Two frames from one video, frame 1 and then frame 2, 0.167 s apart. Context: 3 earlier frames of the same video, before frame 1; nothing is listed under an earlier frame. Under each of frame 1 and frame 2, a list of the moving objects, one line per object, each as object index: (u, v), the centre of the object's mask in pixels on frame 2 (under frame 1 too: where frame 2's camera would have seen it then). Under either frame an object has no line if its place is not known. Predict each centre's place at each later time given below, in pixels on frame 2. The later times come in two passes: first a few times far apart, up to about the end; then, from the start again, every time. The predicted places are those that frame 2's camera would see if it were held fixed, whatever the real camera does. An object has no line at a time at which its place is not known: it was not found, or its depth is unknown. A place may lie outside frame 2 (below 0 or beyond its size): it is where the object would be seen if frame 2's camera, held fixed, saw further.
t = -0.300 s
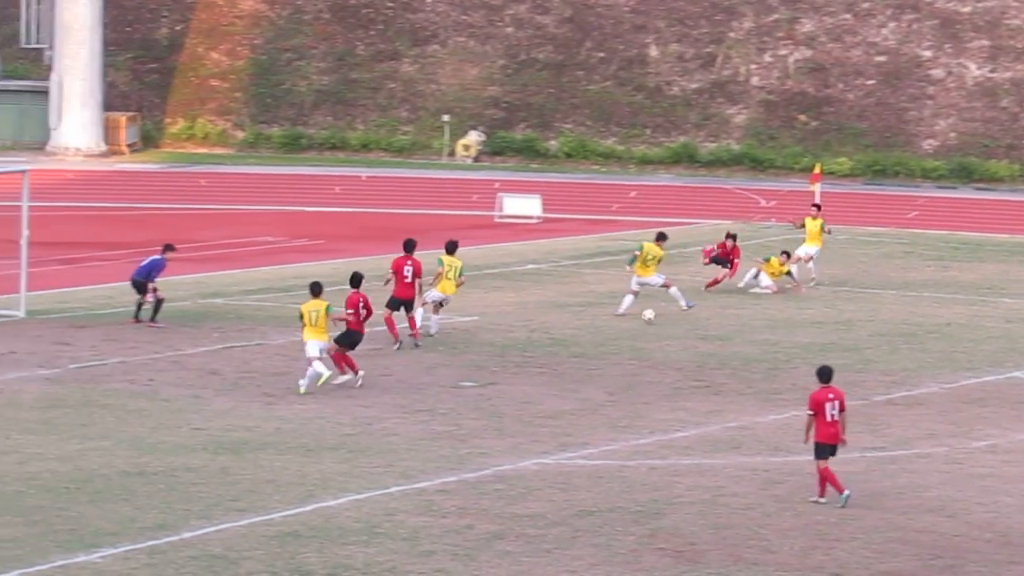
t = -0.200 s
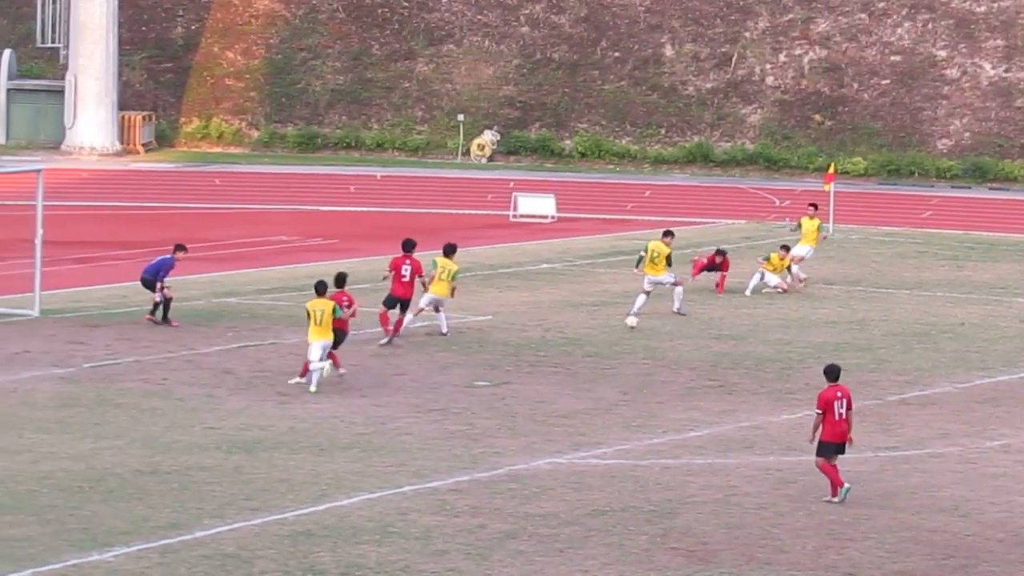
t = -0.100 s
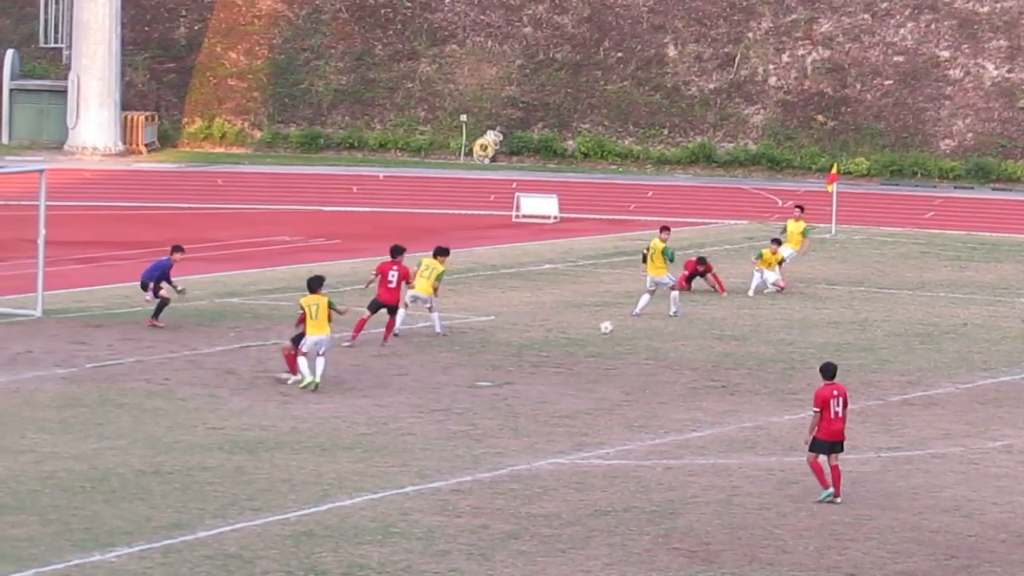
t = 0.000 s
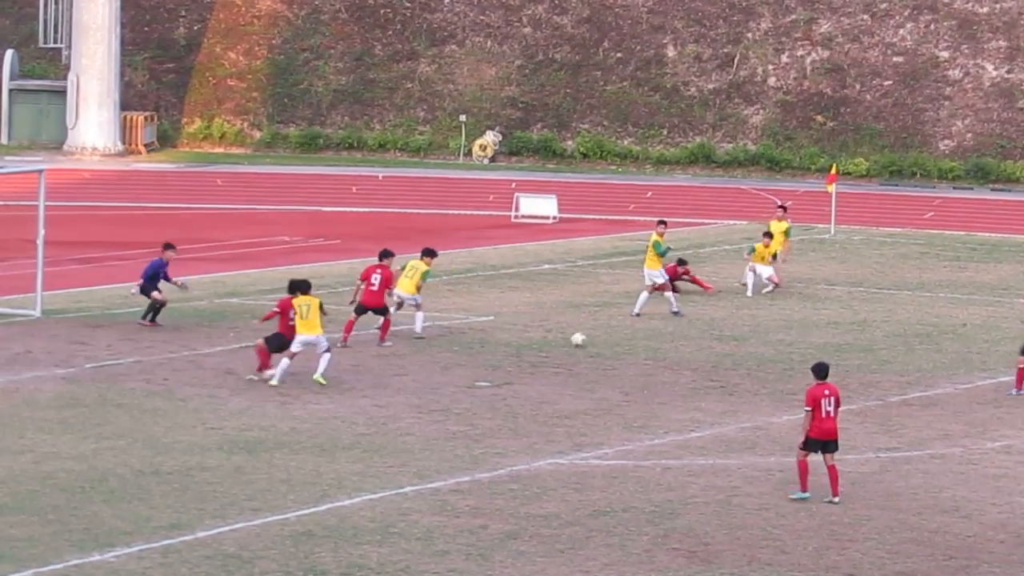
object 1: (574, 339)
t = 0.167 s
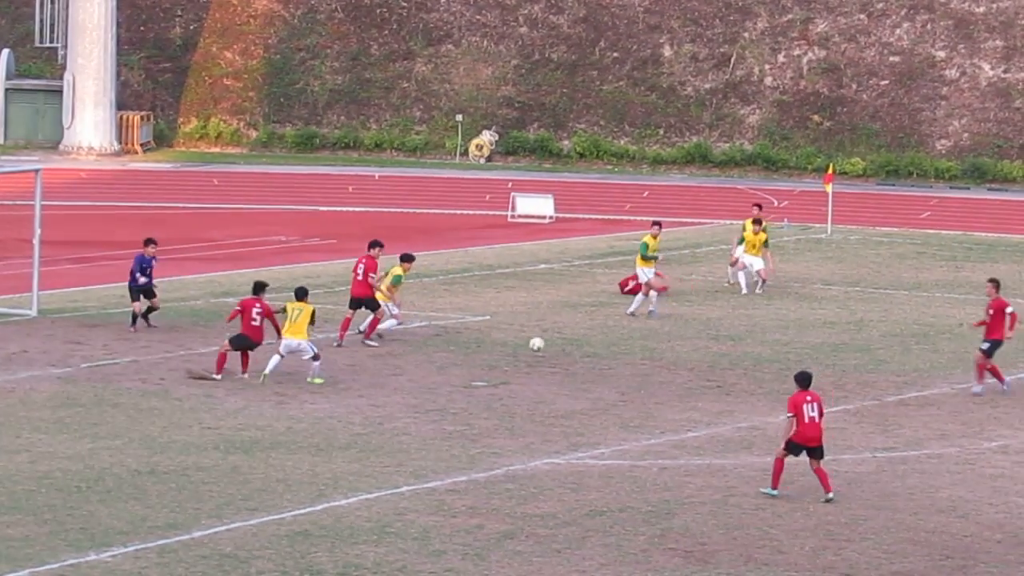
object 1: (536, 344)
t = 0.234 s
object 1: (522, 348)
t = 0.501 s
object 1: (472, 370)
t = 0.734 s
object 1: (435, 381)
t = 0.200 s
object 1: (530, 345)
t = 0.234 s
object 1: (522, 348)
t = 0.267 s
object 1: (515, 351)
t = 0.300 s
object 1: (509, 354)
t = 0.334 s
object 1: (501, 359)
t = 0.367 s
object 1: (495, 366)
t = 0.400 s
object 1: (488, 370)
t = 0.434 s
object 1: (482, 368)
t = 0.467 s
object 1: (477, 369)
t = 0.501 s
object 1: (472, 370)
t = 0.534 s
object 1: (466, 371)
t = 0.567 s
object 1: (461, 373)
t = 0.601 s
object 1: (455, 377)
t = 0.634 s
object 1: (450, 382)
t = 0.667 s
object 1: (445, 386)
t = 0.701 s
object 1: (440, 383)
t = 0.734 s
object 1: (435, 381)
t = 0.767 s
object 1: (430, 379)
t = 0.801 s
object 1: (425, 377)
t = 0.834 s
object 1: (420, 377)
